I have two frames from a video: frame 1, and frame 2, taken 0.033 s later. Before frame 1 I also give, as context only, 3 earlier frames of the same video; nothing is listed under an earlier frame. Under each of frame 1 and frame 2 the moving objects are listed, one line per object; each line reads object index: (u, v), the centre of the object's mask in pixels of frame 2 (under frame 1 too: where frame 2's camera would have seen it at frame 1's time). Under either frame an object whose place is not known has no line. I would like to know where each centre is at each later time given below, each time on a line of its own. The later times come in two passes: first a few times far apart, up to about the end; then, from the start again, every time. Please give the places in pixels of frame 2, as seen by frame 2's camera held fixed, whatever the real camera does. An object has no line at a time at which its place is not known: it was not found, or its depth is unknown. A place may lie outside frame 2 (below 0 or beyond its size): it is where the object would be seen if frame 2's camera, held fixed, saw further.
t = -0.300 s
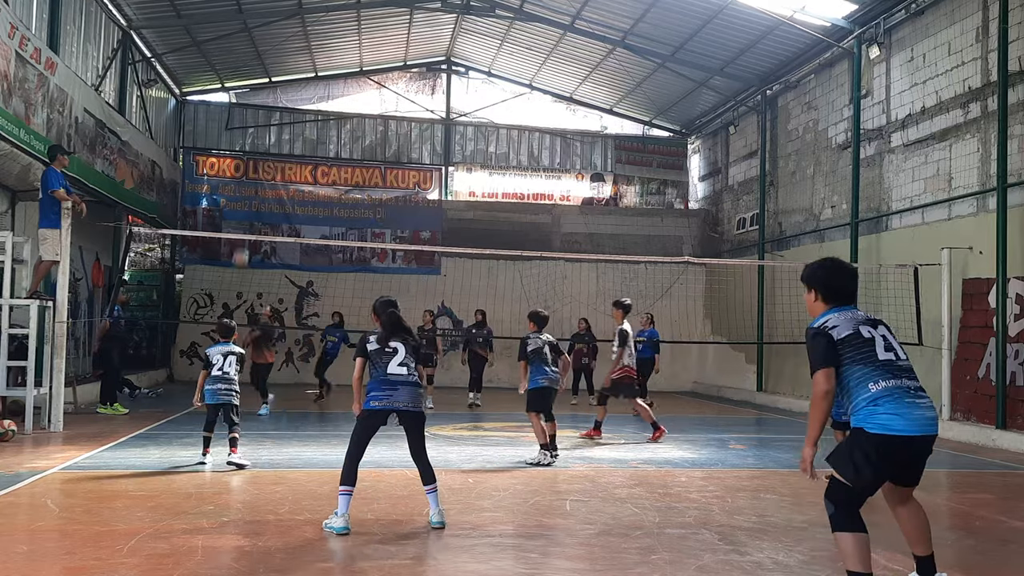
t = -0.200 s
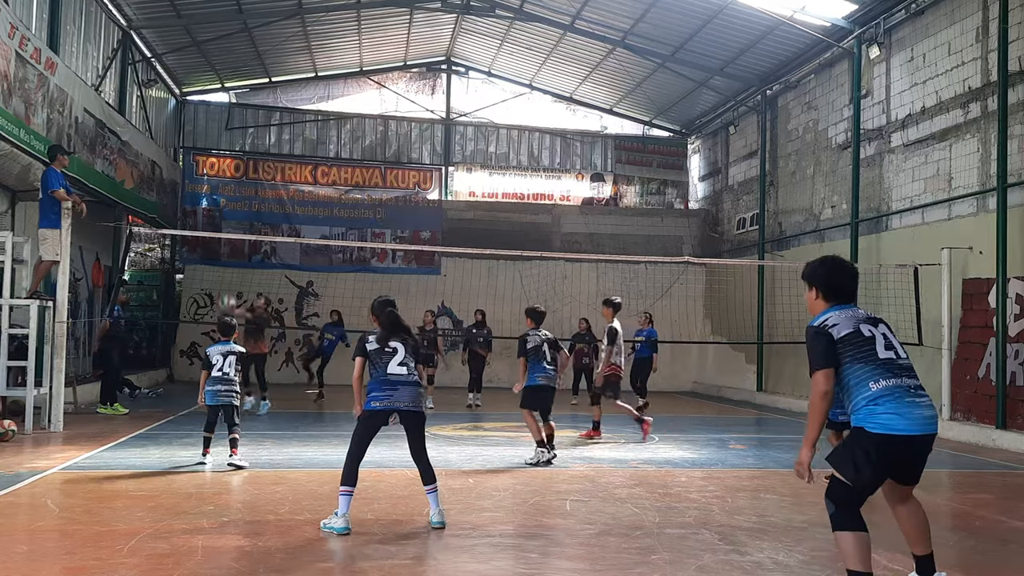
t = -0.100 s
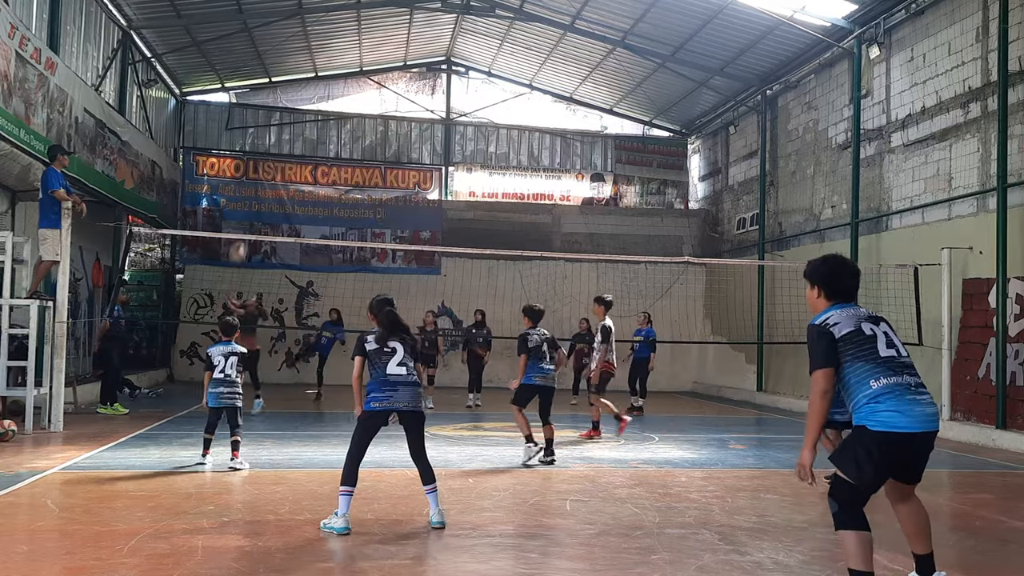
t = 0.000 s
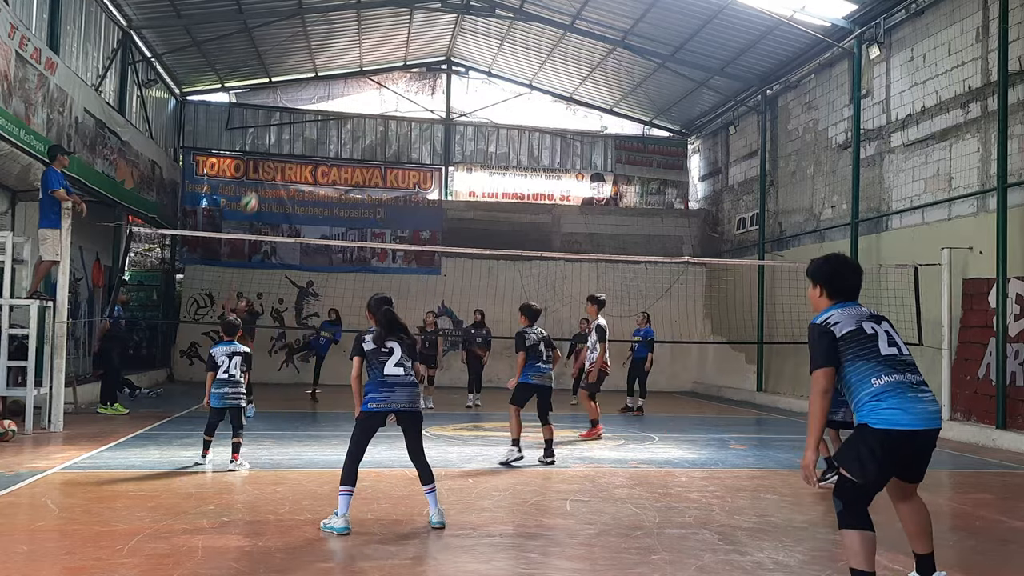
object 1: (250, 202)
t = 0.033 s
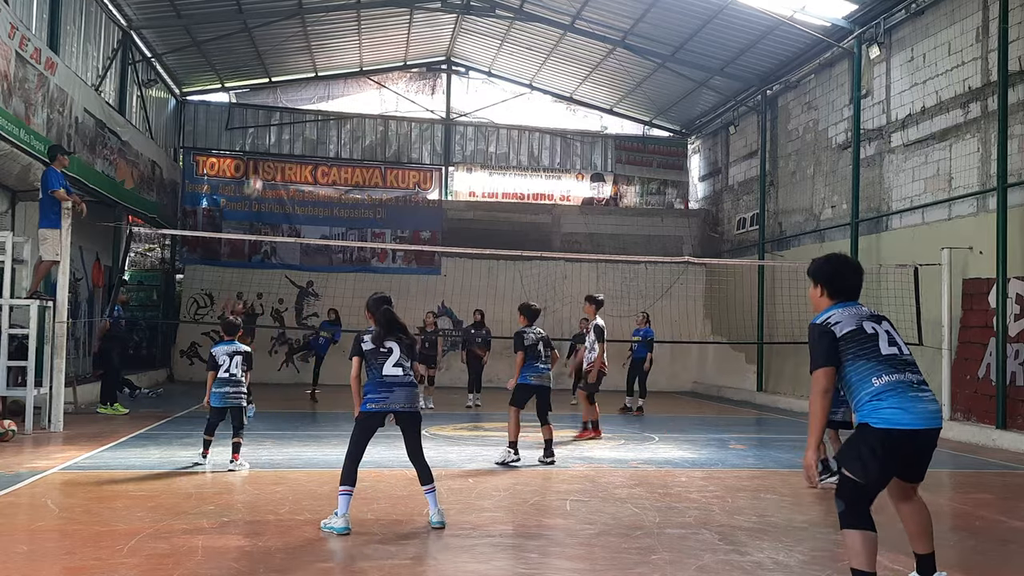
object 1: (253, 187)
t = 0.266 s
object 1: (282, 94)
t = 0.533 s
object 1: (318, 36)
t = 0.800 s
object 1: (359, 43)
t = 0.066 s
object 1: (257, 170)
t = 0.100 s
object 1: (262, 157)
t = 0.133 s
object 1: (265, 144)
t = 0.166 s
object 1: (270, 131)
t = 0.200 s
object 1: (273, 118)
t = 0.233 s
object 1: (278, 107)
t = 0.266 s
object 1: (282, 94)
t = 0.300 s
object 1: (286, 86)
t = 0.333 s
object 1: (291, 77)
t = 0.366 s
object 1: (295, 67)
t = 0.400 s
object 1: (300, 59)
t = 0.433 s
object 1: (304, 52)
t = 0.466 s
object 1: (308, 45)
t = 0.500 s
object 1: (313, 40)
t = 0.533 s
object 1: (318, 36)
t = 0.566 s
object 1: (322, 33)
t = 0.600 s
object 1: (328, 31)
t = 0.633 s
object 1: (333, 30)
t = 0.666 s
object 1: (338, 30)
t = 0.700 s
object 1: (343, 31)
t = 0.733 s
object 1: (348, 34)
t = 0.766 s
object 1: (354, 37)
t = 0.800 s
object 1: (359, 43)
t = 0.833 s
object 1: (365, 51)
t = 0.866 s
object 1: (371, 61)
